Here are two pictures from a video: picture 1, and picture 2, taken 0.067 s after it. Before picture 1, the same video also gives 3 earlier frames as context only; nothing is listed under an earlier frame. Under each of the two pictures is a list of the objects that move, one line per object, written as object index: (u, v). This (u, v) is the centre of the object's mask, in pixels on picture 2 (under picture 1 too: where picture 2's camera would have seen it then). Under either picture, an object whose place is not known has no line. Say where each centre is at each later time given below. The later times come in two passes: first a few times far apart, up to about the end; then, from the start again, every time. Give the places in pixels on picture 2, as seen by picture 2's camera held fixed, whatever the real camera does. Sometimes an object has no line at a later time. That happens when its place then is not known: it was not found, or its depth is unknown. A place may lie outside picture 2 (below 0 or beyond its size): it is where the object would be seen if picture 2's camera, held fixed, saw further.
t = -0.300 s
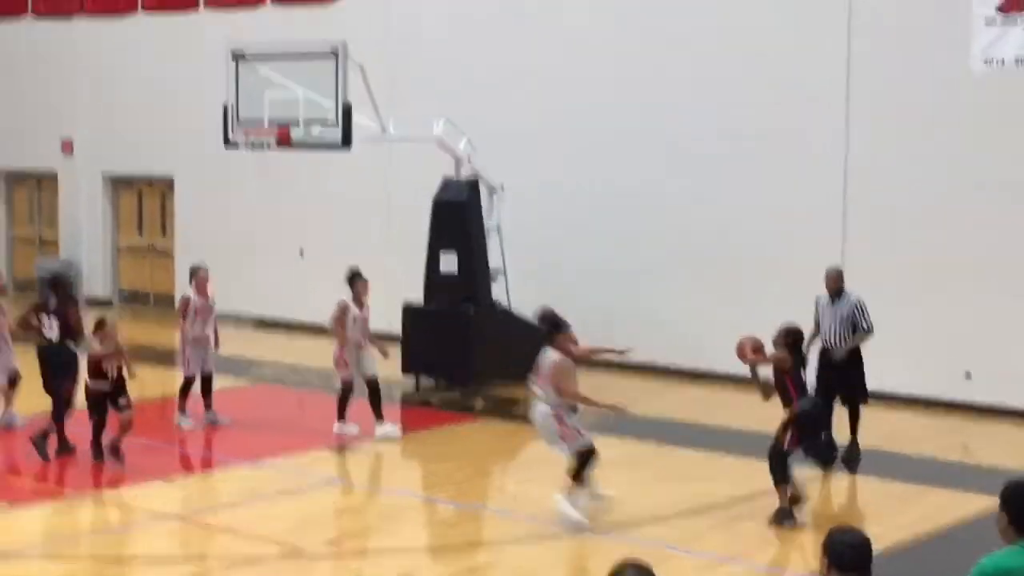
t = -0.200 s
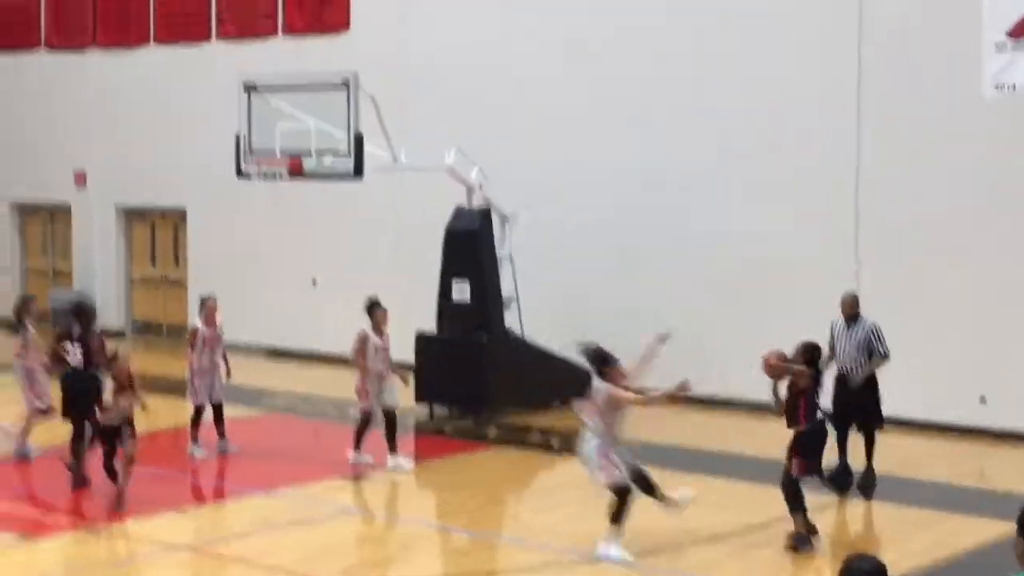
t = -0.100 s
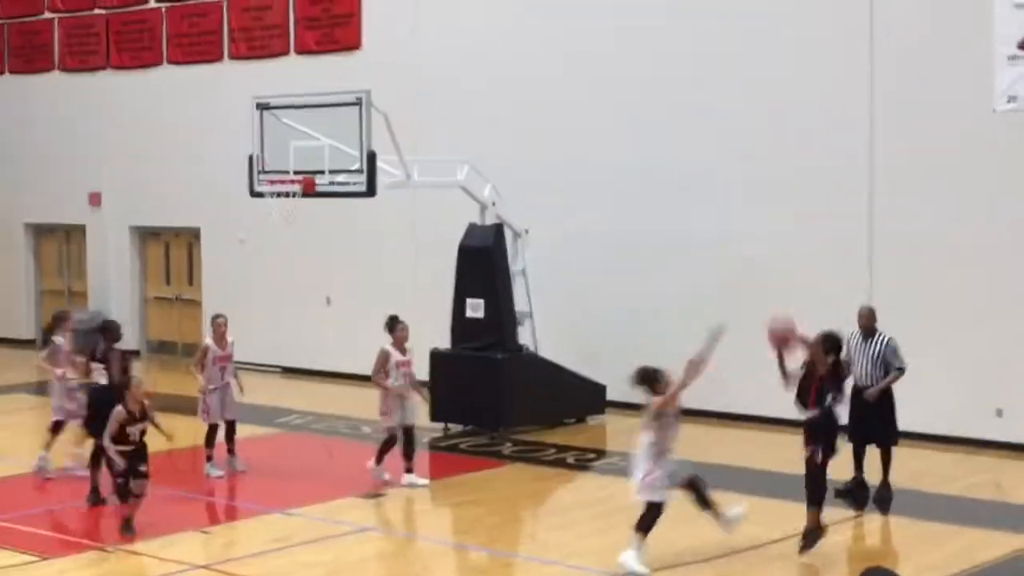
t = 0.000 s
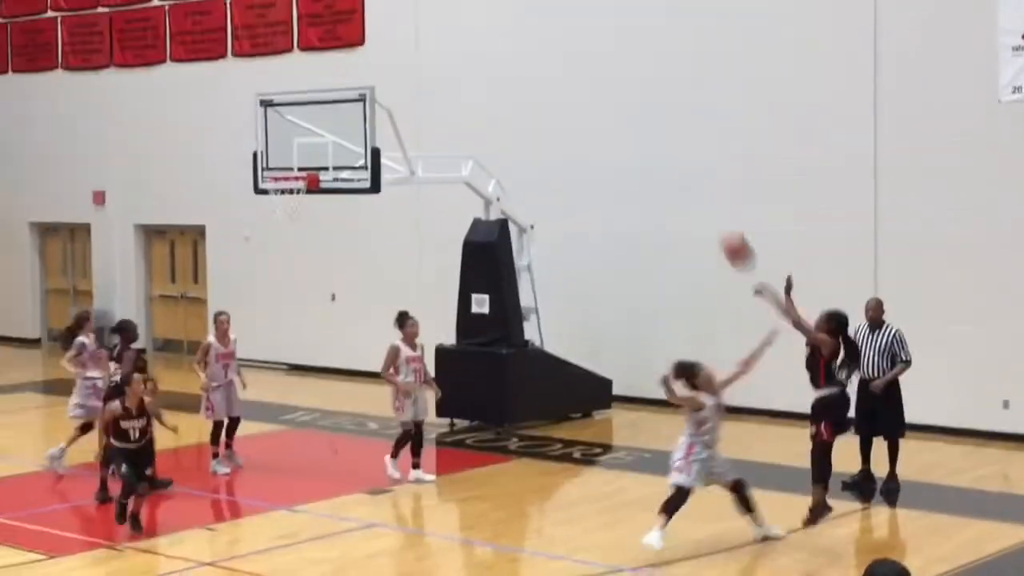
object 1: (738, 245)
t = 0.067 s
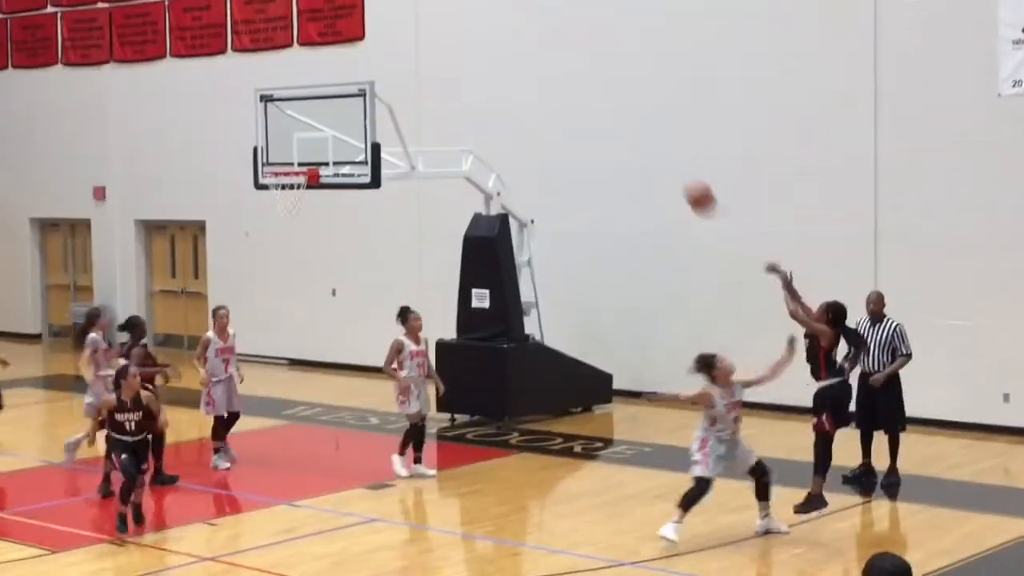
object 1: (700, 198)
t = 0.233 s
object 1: (614, 110)
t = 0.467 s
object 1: (505, 48)
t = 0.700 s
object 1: (413, 47)
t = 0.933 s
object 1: (333, 99)
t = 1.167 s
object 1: (284, 180)
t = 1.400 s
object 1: (309, 202)
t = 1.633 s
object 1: (314, 255)
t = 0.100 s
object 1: (682, 177)
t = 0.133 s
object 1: (664, 157)
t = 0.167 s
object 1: (647, 140)
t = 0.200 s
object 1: (630, 124)
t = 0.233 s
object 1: (614, 110)
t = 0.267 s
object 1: (597, 97)
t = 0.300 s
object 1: (581, 85)
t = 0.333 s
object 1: (566, 75)
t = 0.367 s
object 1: (550, 66)
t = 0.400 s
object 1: (535, 58)
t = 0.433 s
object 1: (520, 53)
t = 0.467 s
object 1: (505, 48)
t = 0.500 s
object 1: (491, 44)
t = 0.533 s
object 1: (478, 42)
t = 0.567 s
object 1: (464, 41)
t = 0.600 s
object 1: (450, 40)
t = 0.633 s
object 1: (438, 42)
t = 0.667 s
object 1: (425, 44)
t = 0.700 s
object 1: (413, 47)
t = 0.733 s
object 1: (401, 52)
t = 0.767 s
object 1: (388, 57)
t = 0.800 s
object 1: (377, 63)
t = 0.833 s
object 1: (366, 70)
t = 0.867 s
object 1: (354, 79)
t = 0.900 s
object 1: (344, 88)
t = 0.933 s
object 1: (333, 99)
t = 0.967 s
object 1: (321, 110)
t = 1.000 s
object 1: (311, 121)
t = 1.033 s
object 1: (300, 134)
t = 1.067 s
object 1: (290, 147)
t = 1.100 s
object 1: (281, 161)
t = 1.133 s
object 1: (276, 172)
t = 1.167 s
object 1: (284, 180)
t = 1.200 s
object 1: (294, 185)
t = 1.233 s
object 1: (300, 190)
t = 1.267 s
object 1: (302, 193)
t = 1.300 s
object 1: (305, 194)
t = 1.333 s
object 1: (308, 196)
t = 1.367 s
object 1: (309, 199)
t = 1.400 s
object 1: (309, 202)
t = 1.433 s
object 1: (310, 207)
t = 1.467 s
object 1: (310, 212)
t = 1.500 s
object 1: (311, 218)
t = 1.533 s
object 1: (311, 226)
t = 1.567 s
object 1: (312, 235)
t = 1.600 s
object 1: (313, 245)
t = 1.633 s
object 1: (314, 255)
